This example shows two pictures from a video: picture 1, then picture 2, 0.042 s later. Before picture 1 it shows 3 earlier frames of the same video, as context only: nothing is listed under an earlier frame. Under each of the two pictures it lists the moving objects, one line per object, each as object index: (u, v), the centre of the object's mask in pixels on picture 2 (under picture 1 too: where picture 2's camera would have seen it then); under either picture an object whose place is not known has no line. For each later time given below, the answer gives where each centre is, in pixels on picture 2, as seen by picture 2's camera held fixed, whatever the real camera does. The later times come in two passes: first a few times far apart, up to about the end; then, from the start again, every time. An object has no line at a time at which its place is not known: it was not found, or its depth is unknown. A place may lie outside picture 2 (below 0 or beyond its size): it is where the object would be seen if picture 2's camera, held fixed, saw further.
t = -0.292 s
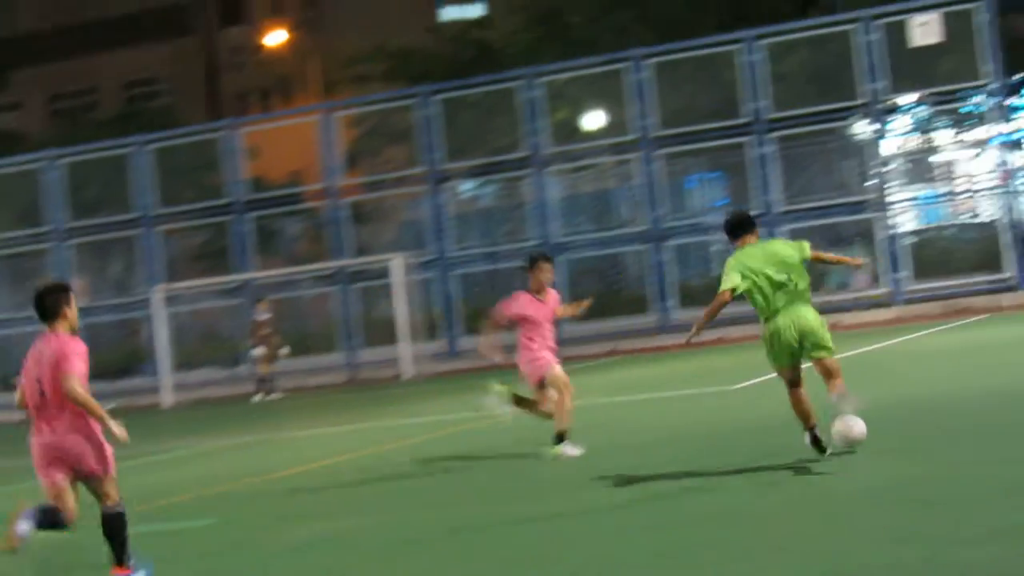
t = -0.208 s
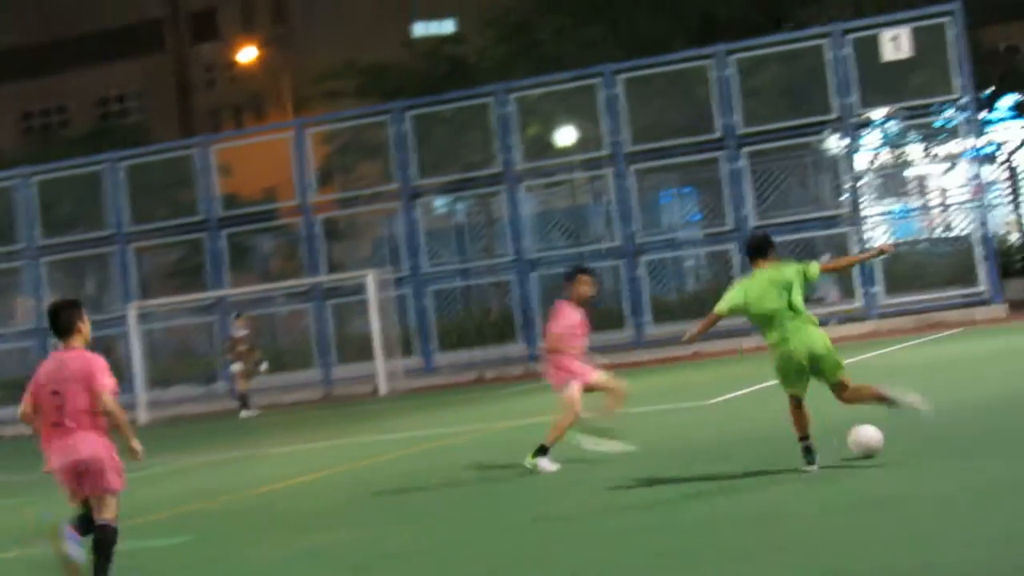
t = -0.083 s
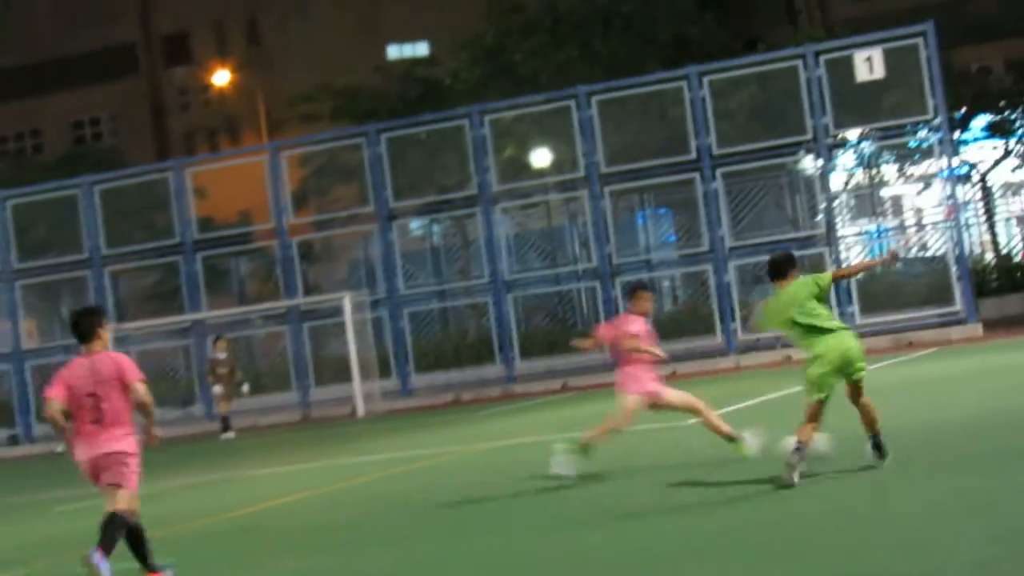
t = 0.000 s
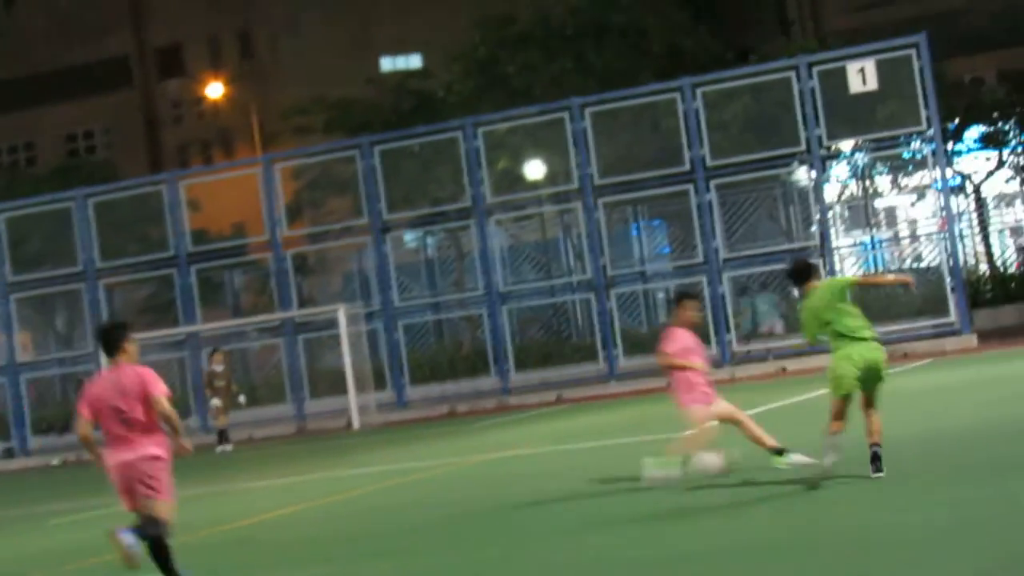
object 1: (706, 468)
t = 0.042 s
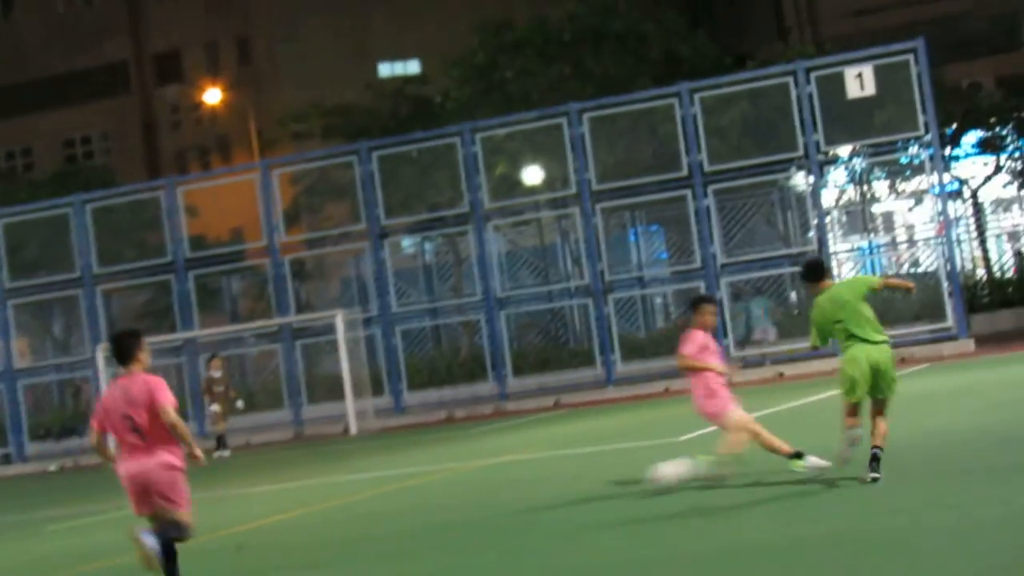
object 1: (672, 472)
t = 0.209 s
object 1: (547, 475)
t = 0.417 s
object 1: (432, 484)
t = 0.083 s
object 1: (635, 477)
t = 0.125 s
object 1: (603, 474)
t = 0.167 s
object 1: (576, 472)
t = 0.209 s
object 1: (547, 475)
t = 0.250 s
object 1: (520, 478)
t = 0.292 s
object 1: (494, 483)
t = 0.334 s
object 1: (469, 487)
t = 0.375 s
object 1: (450, 484)
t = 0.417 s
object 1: (432, 484)
